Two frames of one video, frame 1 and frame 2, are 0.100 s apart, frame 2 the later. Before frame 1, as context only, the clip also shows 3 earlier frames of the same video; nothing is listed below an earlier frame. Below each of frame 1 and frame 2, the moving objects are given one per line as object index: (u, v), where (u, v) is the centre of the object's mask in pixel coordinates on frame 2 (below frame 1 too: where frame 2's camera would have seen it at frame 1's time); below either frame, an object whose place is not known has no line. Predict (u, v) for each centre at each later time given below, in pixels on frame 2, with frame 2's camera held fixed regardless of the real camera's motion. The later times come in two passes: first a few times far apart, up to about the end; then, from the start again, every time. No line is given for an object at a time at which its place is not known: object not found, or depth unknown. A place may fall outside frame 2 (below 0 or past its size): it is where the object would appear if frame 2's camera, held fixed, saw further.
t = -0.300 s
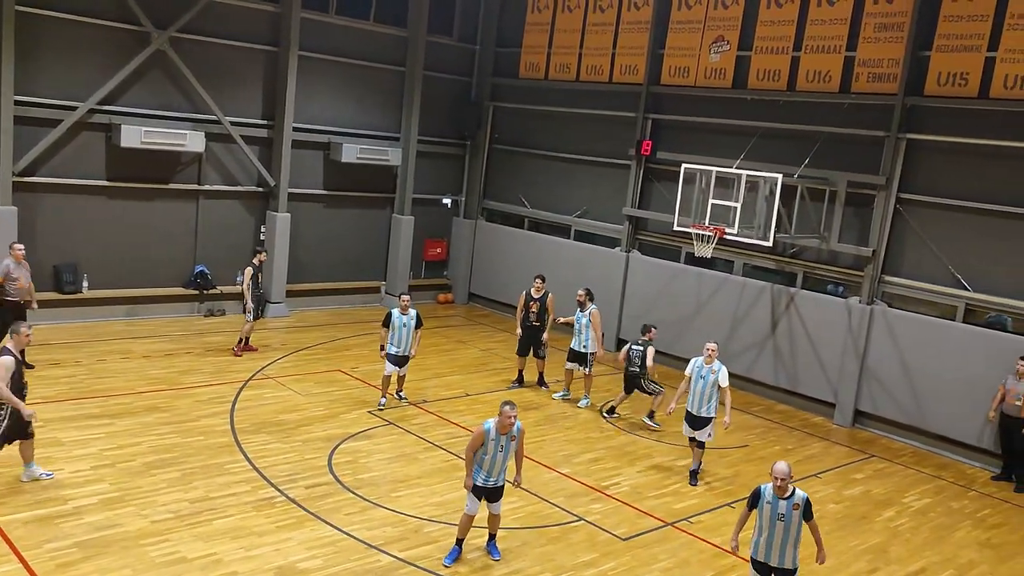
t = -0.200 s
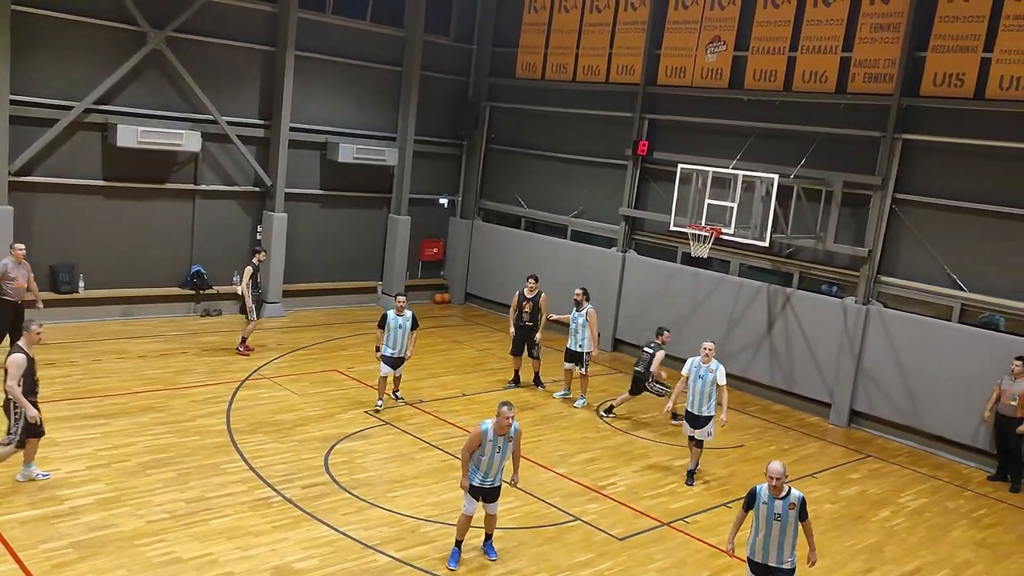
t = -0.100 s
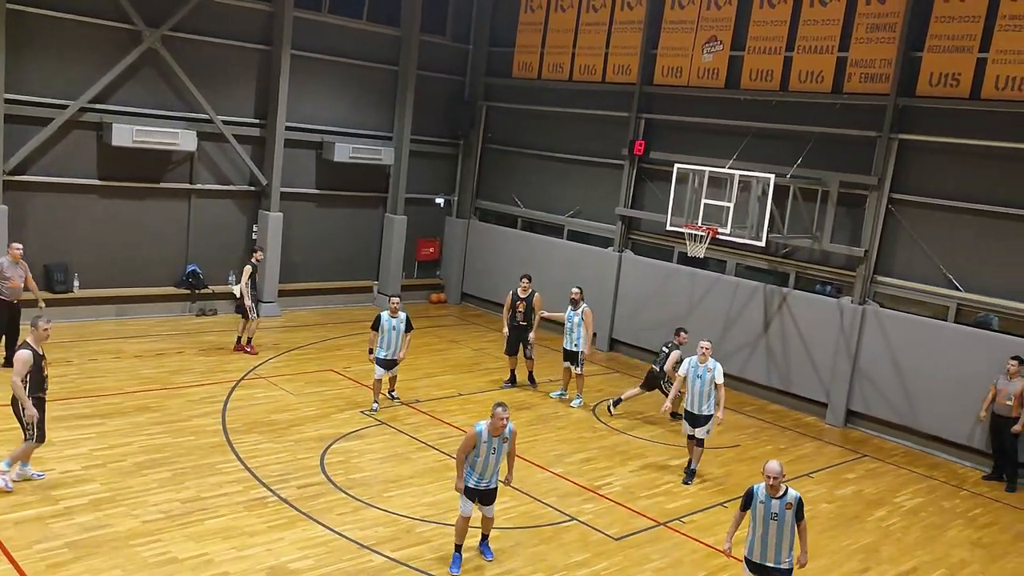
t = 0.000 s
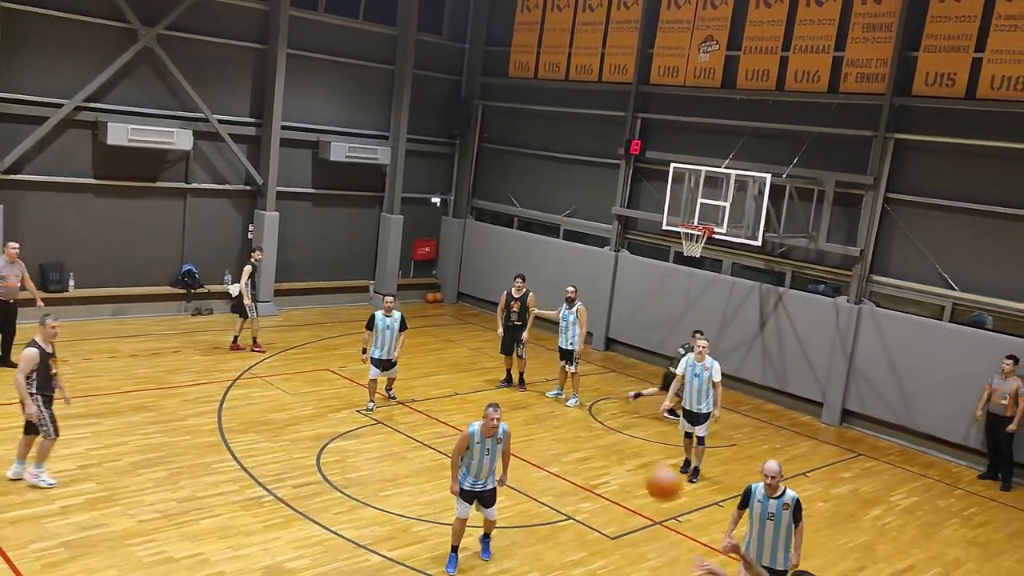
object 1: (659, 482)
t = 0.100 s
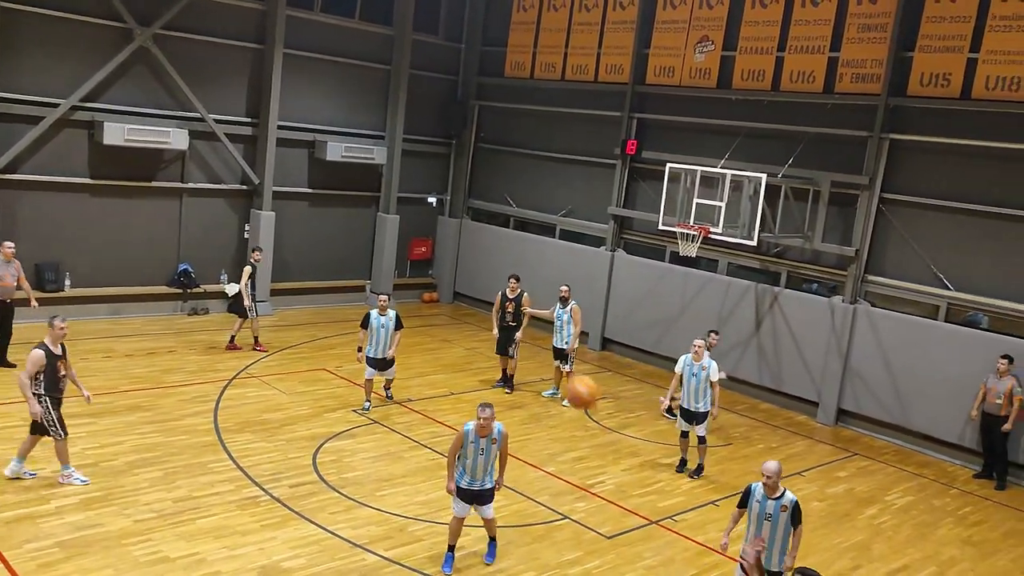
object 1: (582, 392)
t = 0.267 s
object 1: (468, 291)
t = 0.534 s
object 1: (323, 222)
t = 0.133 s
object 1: (557, 367)
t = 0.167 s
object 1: (535, 343)
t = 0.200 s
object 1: (512, 325)
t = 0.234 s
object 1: (489, 306)
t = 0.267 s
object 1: (468, 291)
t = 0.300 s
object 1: (448, 276)
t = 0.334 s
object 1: (428, 265)
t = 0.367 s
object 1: (410, 254)
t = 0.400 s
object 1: (391, 244)
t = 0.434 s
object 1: (372, 237)
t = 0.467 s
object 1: (356, 231)
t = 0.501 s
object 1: (339, 226)
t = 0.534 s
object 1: (323, 222)
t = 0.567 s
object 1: (307, 220)
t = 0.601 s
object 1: (292, 219)
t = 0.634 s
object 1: (279, 220)
